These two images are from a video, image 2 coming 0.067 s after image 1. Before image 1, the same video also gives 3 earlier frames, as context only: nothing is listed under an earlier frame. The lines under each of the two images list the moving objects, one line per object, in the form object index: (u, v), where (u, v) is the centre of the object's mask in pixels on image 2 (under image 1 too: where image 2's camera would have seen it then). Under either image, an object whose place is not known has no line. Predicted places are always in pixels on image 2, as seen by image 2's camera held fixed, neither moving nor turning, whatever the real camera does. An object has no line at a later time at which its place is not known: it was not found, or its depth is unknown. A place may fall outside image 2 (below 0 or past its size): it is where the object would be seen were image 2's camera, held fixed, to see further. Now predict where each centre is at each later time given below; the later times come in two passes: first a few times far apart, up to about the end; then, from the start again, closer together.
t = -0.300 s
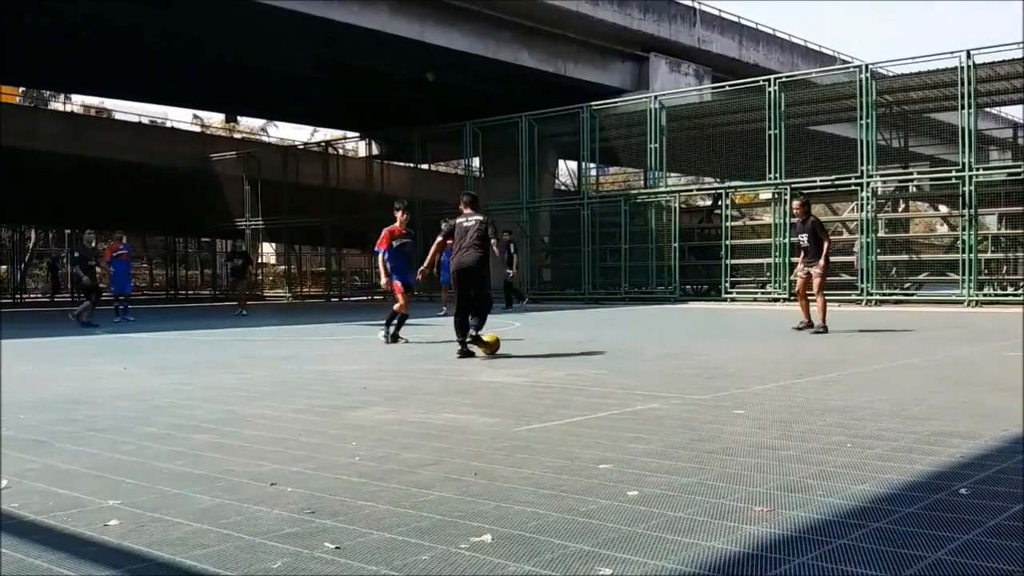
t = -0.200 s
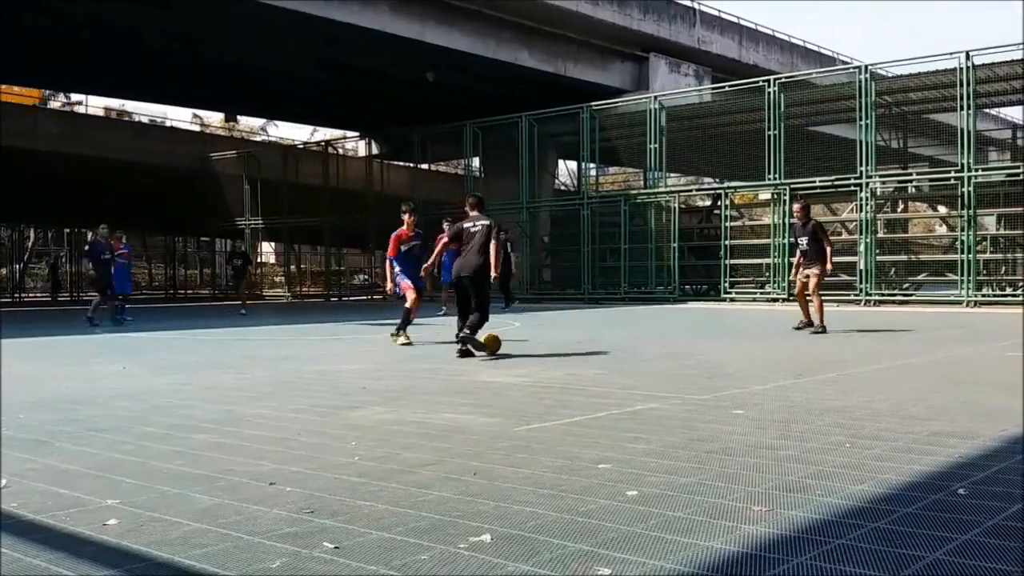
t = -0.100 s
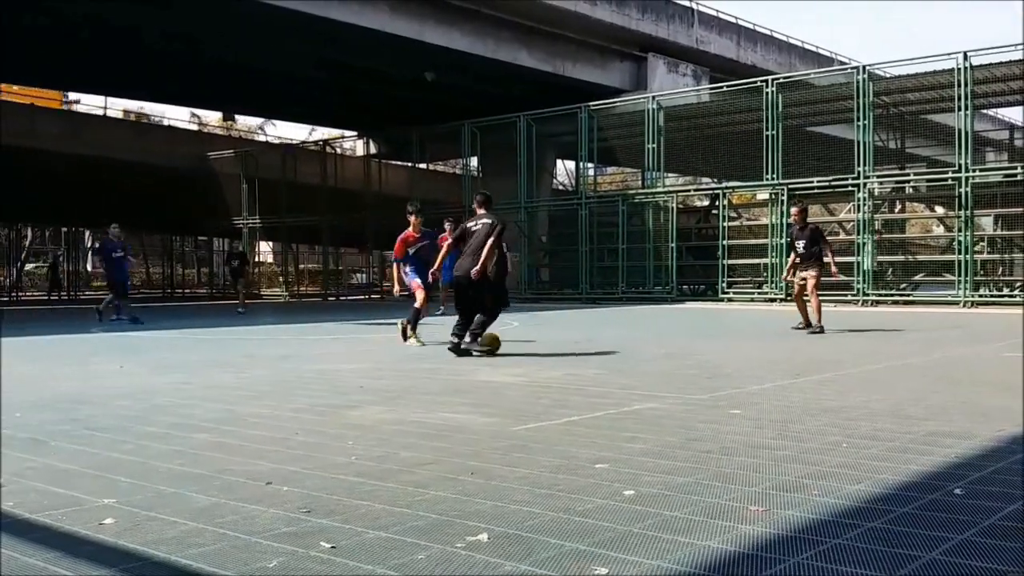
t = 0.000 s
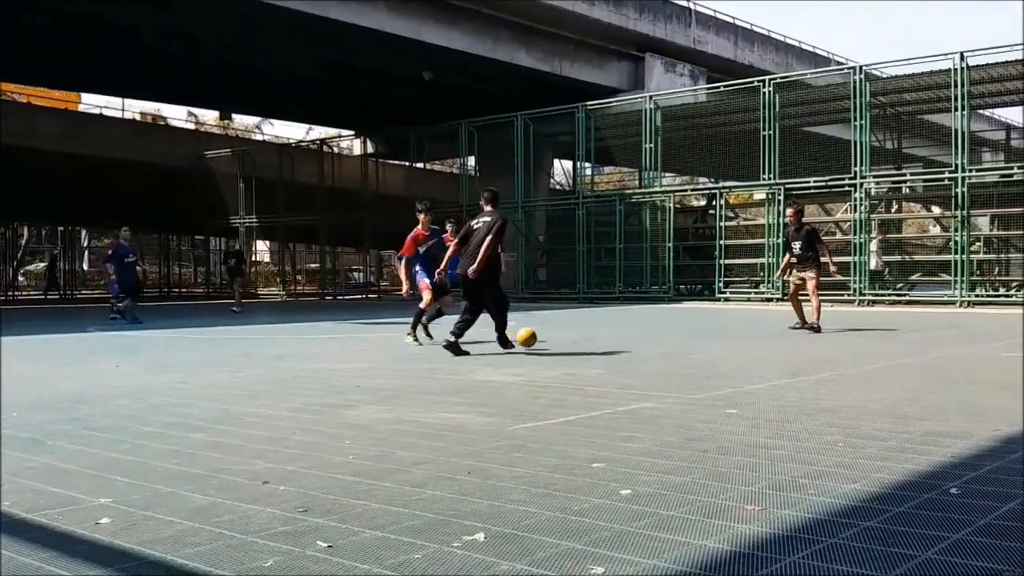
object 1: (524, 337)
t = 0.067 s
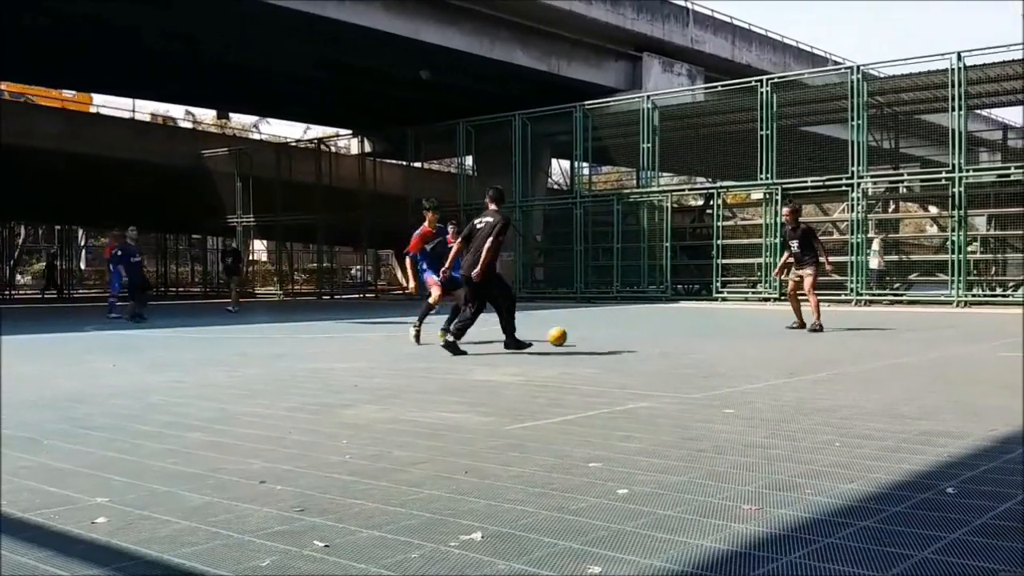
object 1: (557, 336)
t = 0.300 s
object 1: (644, 328)
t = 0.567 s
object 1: (711, 322)
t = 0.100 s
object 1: (572, 334)
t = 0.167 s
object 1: (599, 332)
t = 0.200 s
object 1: (611, 331)
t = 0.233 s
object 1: (623, 330)
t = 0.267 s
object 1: (634, 329)
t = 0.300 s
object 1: (644, 328)
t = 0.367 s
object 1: (664, 326)
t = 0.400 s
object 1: (673, 326)
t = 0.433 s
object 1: (681, 325)
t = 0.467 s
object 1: (690, 324)
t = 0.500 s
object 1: (697, 323)
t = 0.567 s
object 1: (711, 322)
